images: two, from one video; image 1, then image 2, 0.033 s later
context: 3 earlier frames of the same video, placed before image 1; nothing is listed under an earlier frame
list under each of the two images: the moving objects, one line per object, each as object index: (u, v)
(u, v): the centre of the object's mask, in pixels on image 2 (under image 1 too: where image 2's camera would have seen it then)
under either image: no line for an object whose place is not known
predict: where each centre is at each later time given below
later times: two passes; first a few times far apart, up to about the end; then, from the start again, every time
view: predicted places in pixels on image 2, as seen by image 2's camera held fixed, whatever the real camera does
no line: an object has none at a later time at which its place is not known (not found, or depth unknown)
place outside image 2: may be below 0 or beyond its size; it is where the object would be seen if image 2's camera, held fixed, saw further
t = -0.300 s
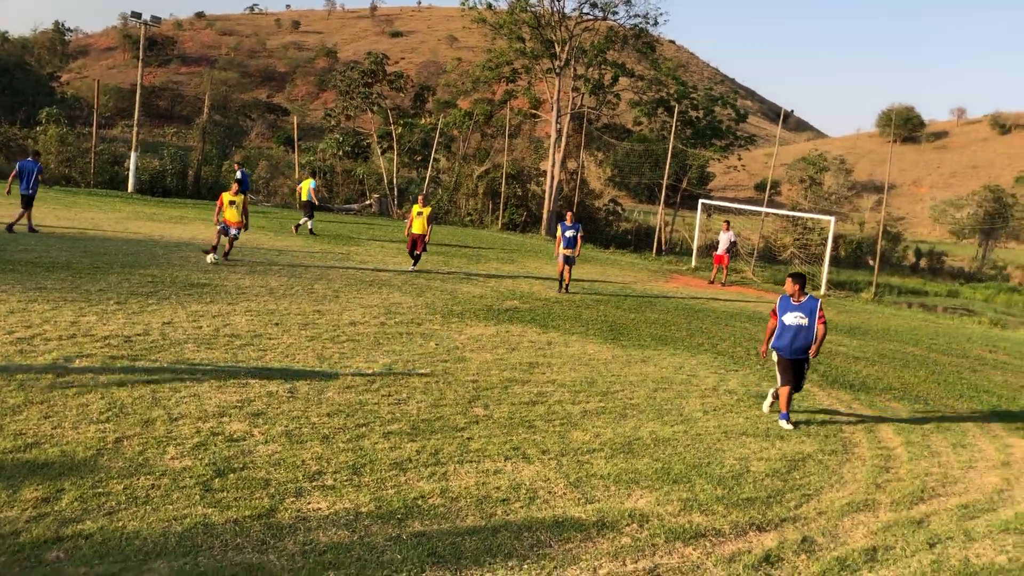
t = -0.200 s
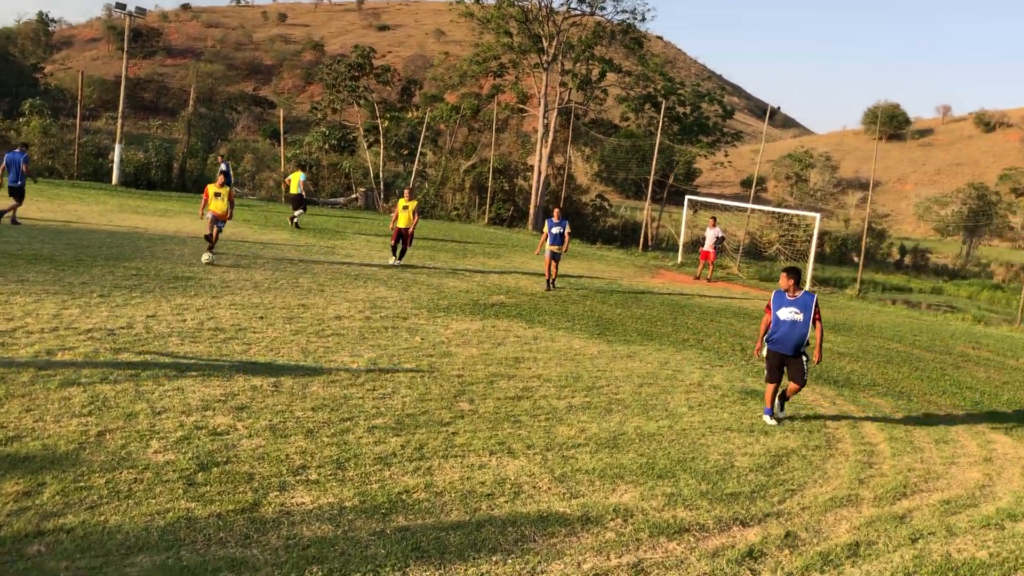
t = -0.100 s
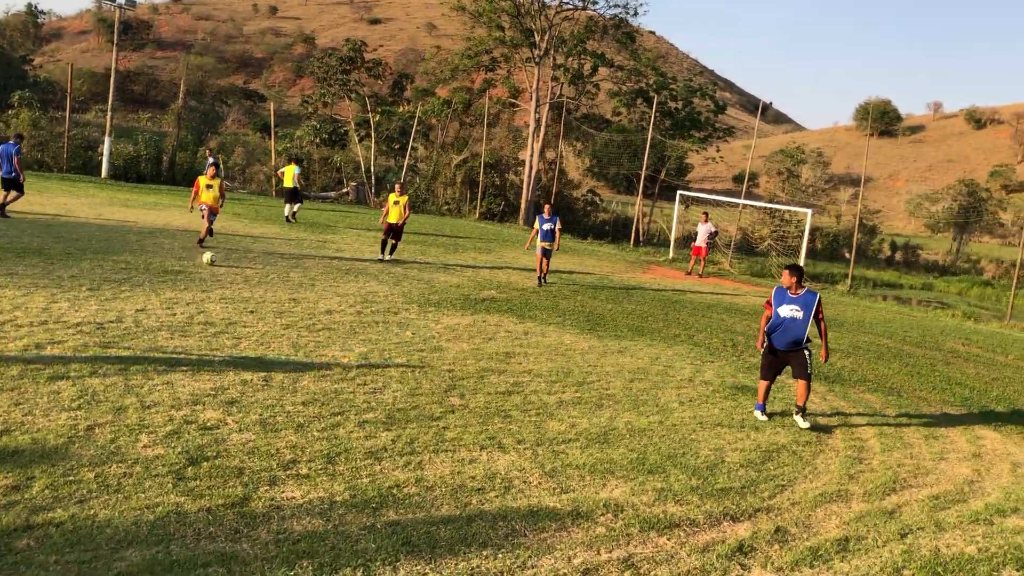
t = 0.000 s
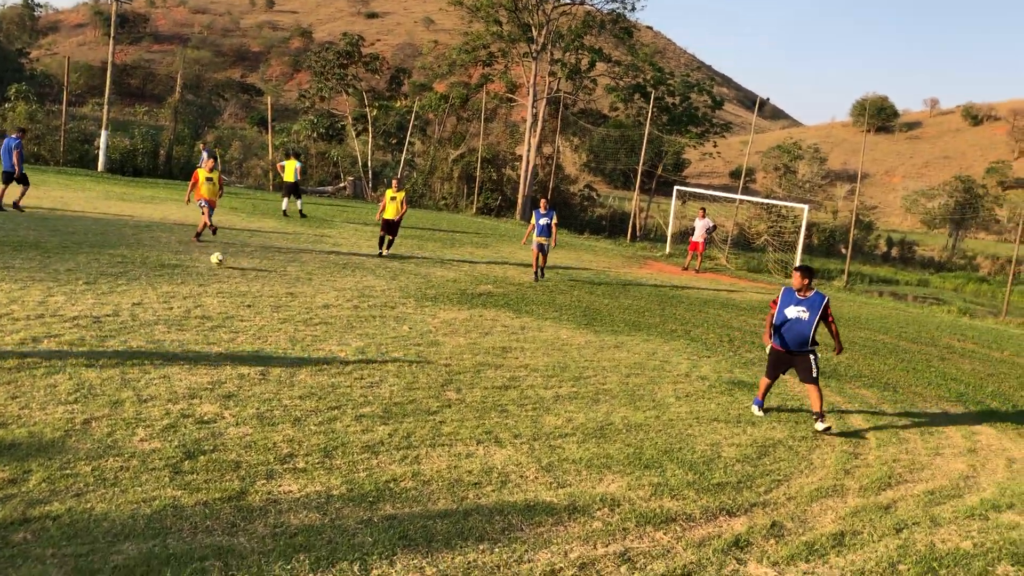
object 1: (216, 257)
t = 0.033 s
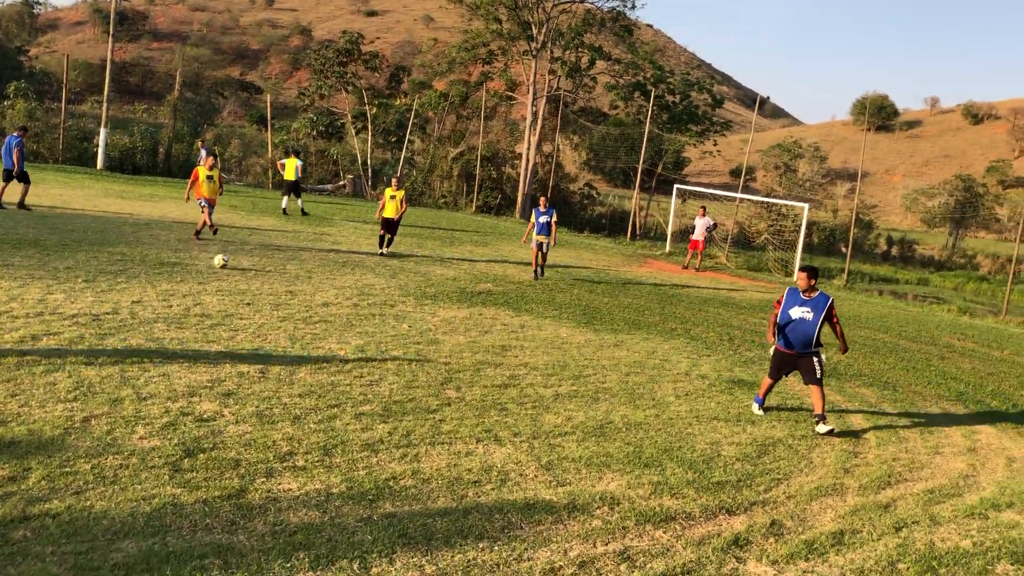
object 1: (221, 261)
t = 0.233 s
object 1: (244, 272)
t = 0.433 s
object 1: (270, 280)
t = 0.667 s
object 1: (300, 301)
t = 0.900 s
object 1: (332, 319)
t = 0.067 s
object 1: (224, 264)
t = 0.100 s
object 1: (229, 265)
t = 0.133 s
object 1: (232, 266)
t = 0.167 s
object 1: (237, 267)
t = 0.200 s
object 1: (240, 269)
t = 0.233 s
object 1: (244, 272)
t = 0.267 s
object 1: (249, 276)
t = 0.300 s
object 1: (253, 278)
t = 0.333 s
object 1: (257, 278)
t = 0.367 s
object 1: (261, 278)
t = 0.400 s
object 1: (266, 278)
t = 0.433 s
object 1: (270, 280)
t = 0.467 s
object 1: (274, 282)
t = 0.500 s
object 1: (278, 286)
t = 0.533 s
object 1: (282, 290)
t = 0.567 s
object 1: (287, 295)
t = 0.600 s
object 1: (291, 299)
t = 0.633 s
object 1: (296, 299)
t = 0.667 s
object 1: (300, 301)
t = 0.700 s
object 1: (305, 304)
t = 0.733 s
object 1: (310, 307)
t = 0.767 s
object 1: (314, 312)
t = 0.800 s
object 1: (319, 316)
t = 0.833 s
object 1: (323, 318)
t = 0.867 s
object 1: (327, 318)
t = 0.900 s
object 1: (332, 319)
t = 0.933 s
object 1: (336, 320)
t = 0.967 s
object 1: (340, 323)
